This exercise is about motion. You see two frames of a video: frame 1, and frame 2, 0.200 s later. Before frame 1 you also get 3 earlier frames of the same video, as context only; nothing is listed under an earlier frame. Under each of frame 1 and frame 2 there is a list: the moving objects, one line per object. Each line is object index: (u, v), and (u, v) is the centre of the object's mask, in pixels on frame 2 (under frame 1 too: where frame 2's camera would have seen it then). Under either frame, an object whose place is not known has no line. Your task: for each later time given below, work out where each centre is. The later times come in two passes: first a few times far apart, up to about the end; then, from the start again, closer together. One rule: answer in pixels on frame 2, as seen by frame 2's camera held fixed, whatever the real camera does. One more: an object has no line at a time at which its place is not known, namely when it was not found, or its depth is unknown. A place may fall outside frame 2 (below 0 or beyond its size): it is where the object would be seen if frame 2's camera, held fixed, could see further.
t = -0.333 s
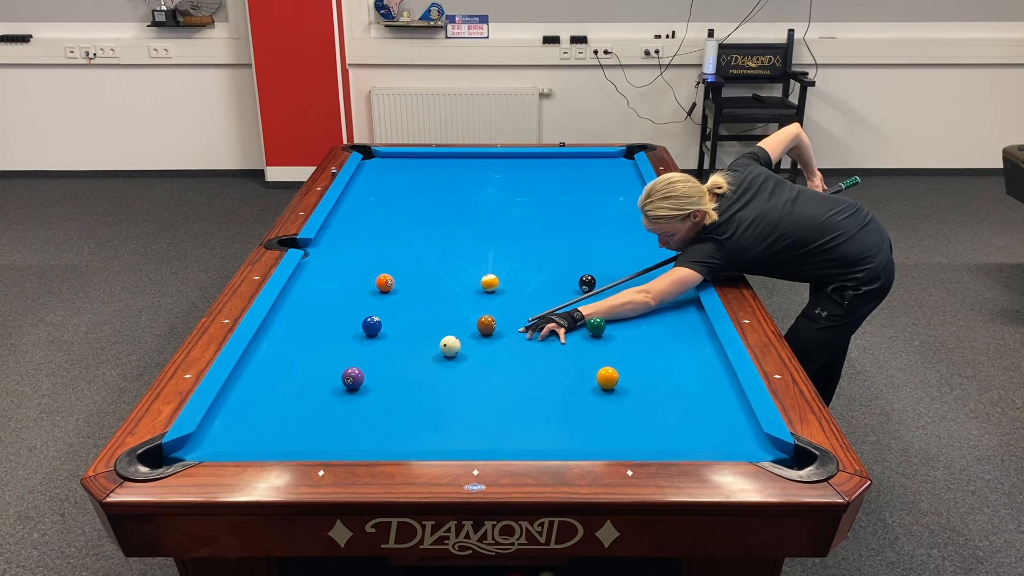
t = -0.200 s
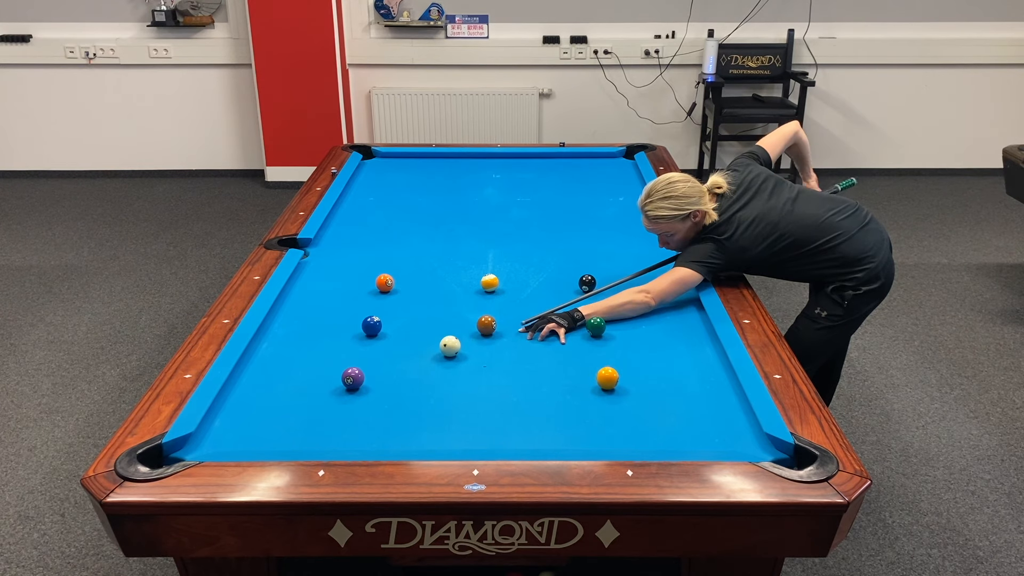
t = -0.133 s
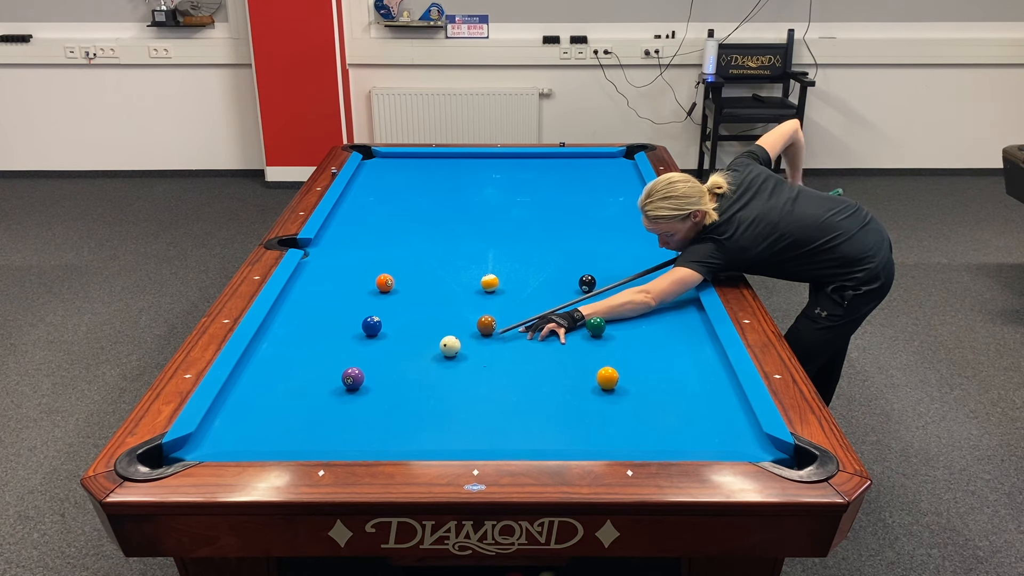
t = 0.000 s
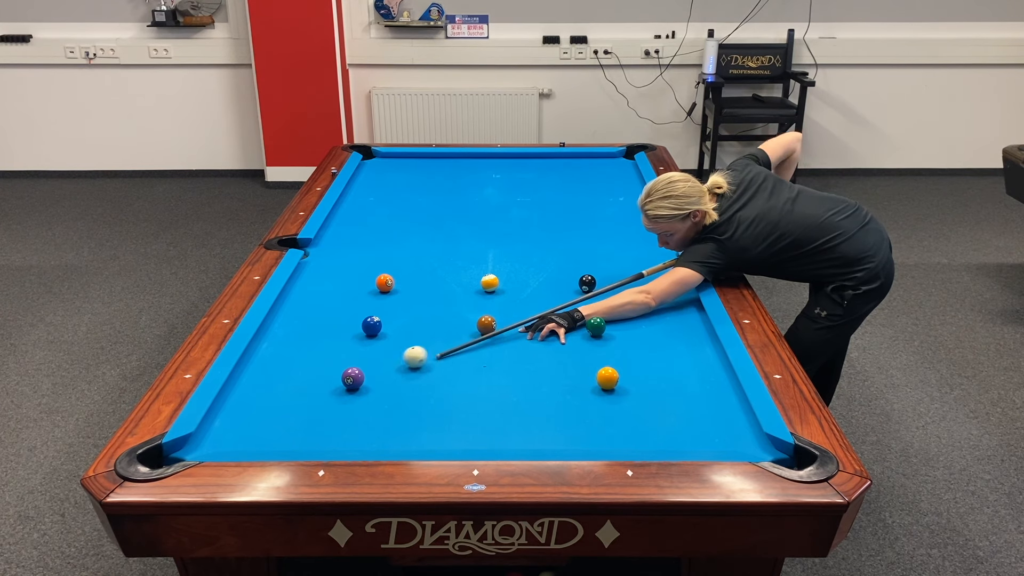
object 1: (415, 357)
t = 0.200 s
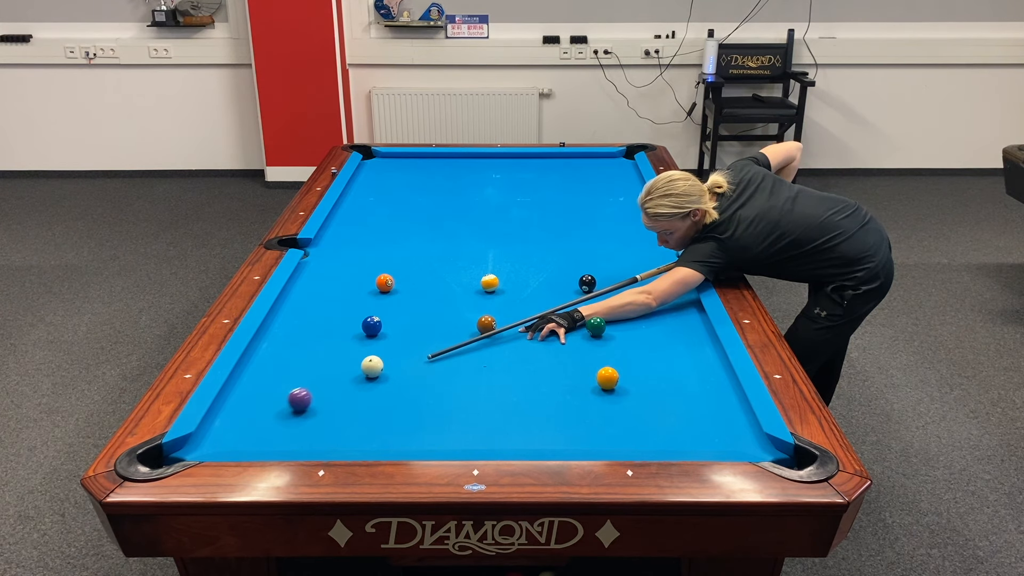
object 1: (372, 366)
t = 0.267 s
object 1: (375, 364)
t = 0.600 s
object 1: (388, 352)
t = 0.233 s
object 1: (374, 365)
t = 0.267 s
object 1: (375, 364)
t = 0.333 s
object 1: (378, 361)
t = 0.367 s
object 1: (379, 360)
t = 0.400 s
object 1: (380, 359)
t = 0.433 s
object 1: (382, 358)
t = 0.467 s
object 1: (383, 357)
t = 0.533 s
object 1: (385, 354)
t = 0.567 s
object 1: (386, 353)
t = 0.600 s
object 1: (388, 352)
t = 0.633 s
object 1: (389, 351)
